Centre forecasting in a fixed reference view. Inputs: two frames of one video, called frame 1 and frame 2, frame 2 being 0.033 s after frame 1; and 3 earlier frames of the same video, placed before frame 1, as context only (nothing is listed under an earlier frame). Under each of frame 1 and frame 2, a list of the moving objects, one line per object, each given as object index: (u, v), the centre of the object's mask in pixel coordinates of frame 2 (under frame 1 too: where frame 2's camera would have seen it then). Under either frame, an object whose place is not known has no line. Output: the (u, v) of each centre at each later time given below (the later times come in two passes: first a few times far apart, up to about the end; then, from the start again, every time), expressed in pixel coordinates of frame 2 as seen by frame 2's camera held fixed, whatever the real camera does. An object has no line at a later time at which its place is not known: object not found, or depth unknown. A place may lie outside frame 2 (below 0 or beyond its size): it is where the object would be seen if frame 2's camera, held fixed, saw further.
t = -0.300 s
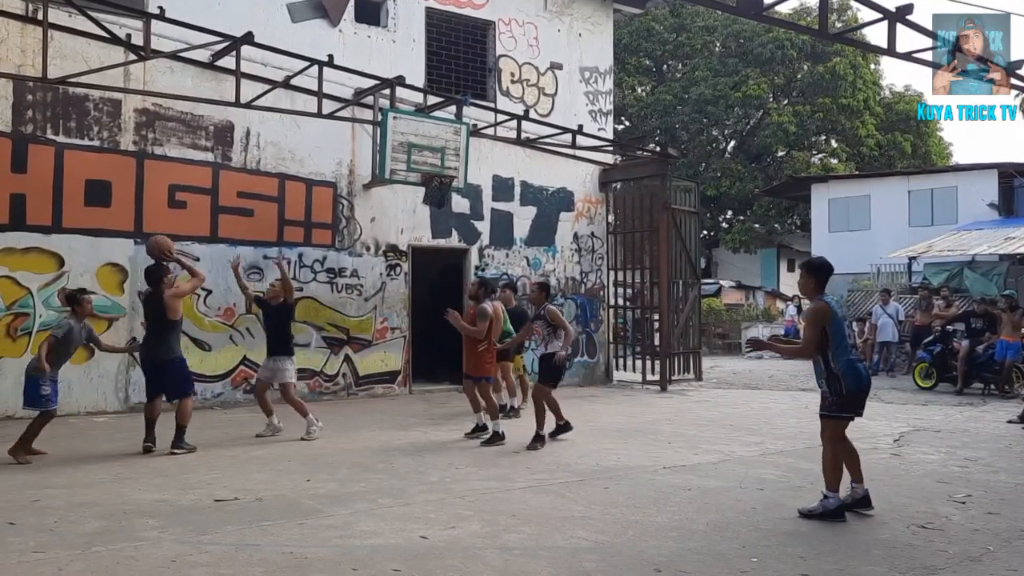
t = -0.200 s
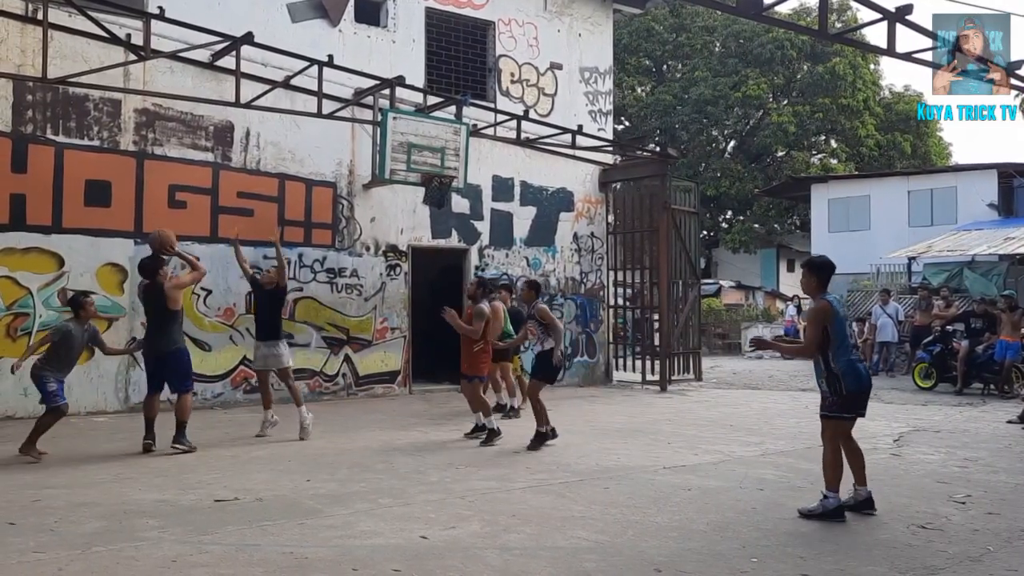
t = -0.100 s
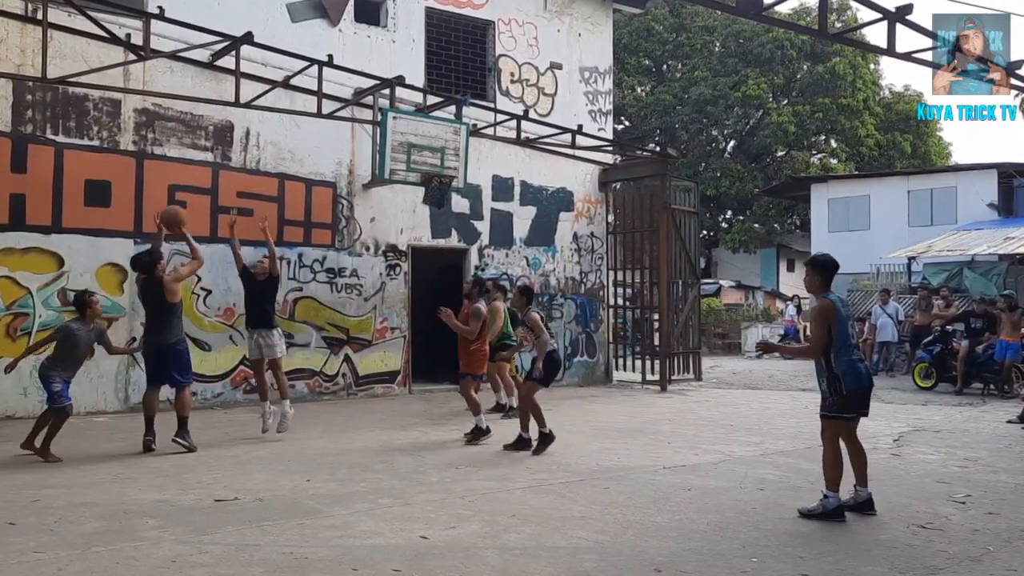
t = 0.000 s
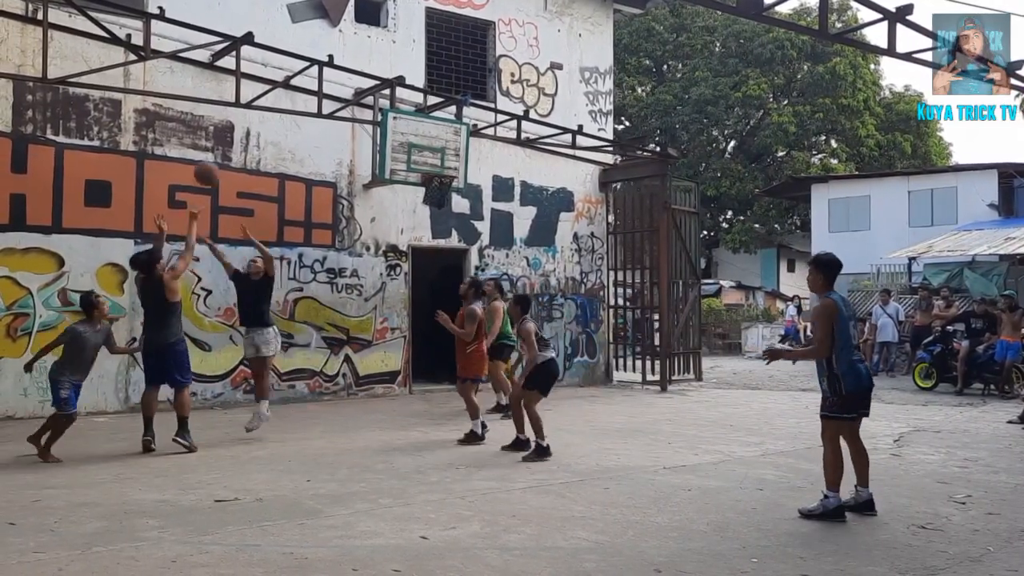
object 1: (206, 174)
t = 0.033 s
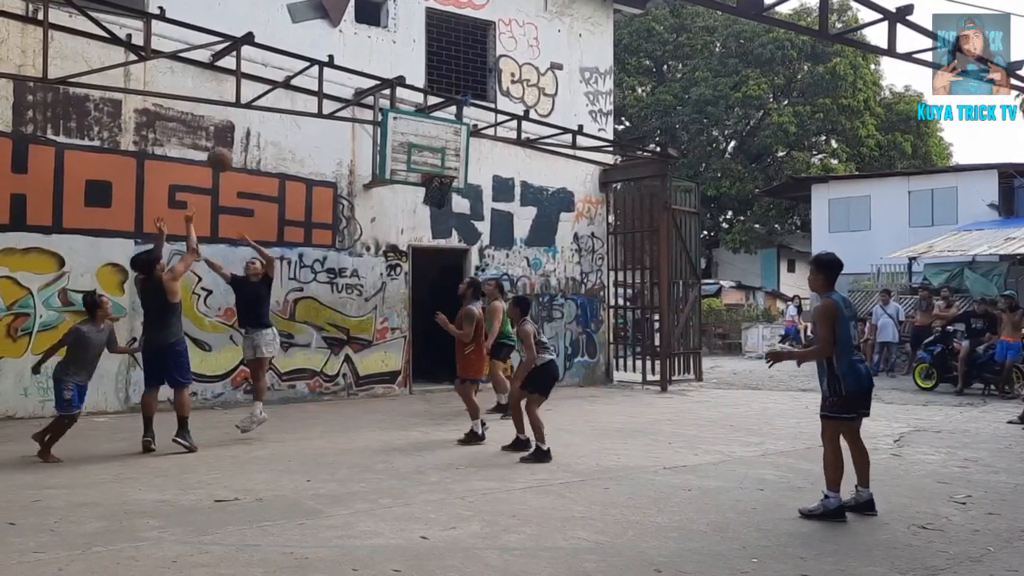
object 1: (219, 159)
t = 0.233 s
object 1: (290, 108)
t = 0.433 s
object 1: (349, 96)
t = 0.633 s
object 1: (400, 118)
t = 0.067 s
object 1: (232, 149)
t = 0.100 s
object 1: (244, 138)
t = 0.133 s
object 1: (256, 129)
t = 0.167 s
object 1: (267, 120)
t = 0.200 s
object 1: (279, 114)
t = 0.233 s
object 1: (290, 108)
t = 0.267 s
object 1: (300, 104)
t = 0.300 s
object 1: (310, 101)
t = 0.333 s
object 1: (321, 98)
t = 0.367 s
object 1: (330, 97)
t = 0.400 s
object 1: (340, 96)
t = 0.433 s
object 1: (349, 96)
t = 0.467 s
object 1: (358, 98)
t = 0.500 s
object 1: (366, 100)
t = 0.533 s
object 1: (375, 104)
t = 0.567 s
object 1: (384, 107)
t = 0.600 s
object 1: (392, 112)
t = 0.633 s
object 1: (400, 118)
